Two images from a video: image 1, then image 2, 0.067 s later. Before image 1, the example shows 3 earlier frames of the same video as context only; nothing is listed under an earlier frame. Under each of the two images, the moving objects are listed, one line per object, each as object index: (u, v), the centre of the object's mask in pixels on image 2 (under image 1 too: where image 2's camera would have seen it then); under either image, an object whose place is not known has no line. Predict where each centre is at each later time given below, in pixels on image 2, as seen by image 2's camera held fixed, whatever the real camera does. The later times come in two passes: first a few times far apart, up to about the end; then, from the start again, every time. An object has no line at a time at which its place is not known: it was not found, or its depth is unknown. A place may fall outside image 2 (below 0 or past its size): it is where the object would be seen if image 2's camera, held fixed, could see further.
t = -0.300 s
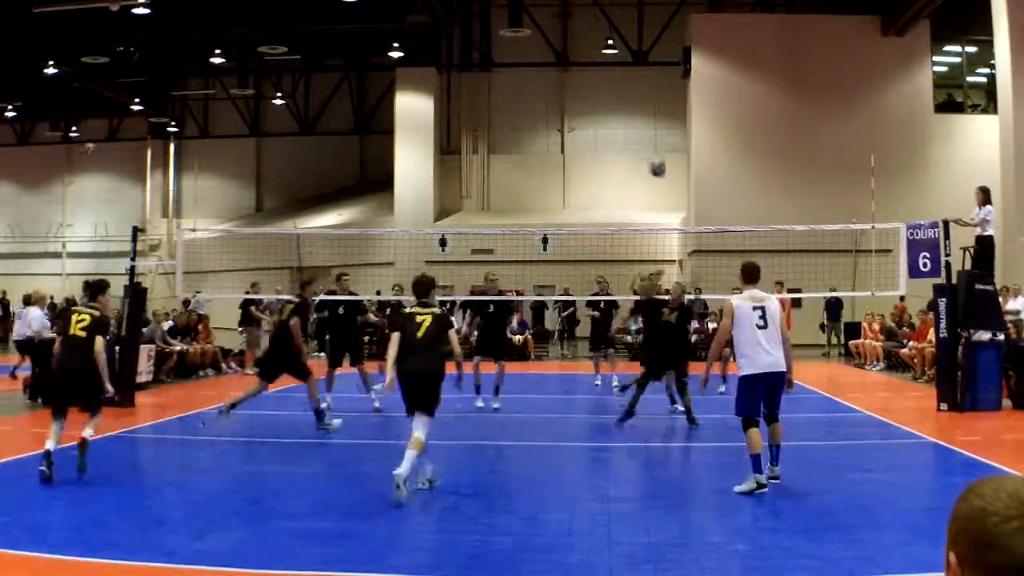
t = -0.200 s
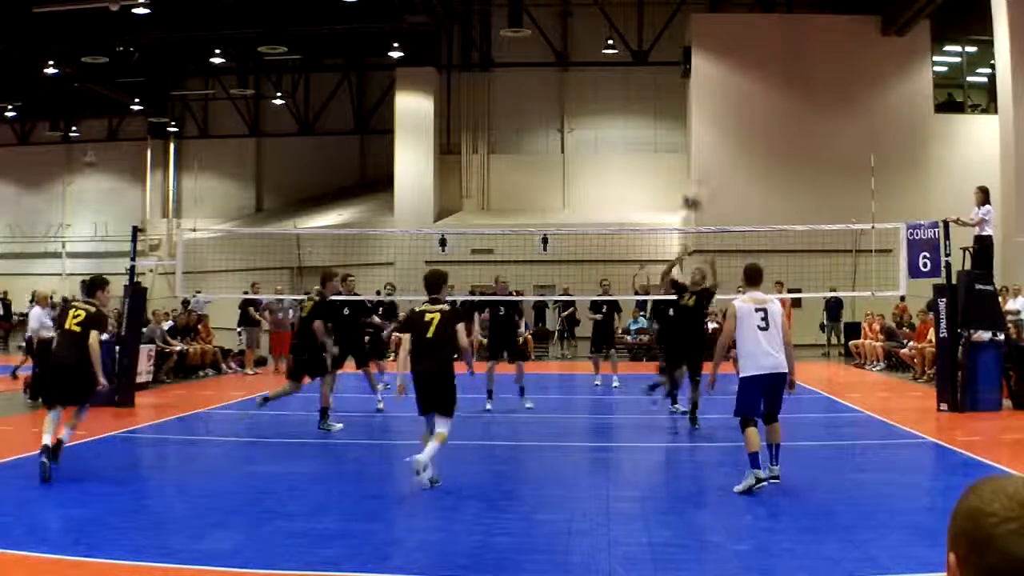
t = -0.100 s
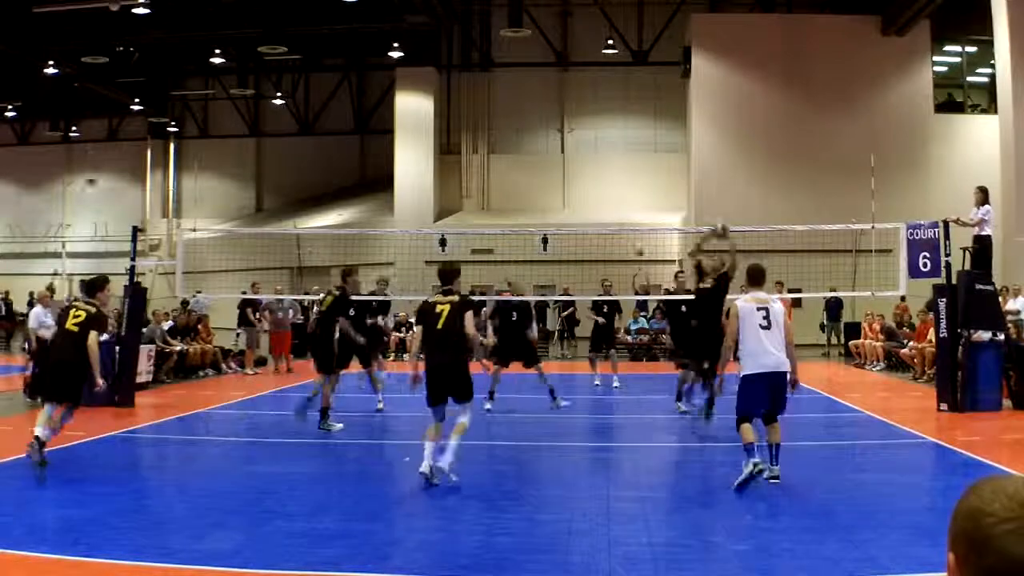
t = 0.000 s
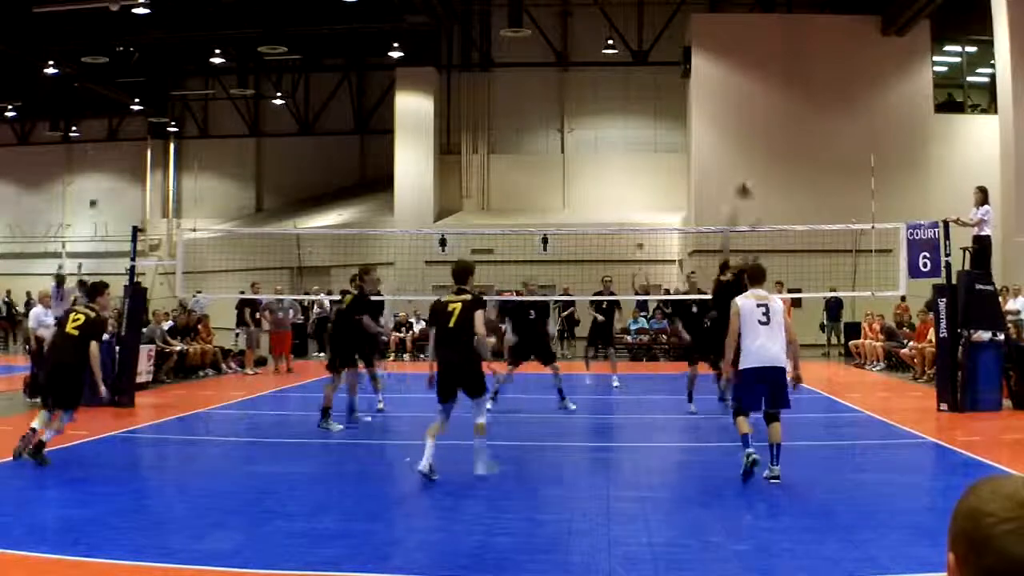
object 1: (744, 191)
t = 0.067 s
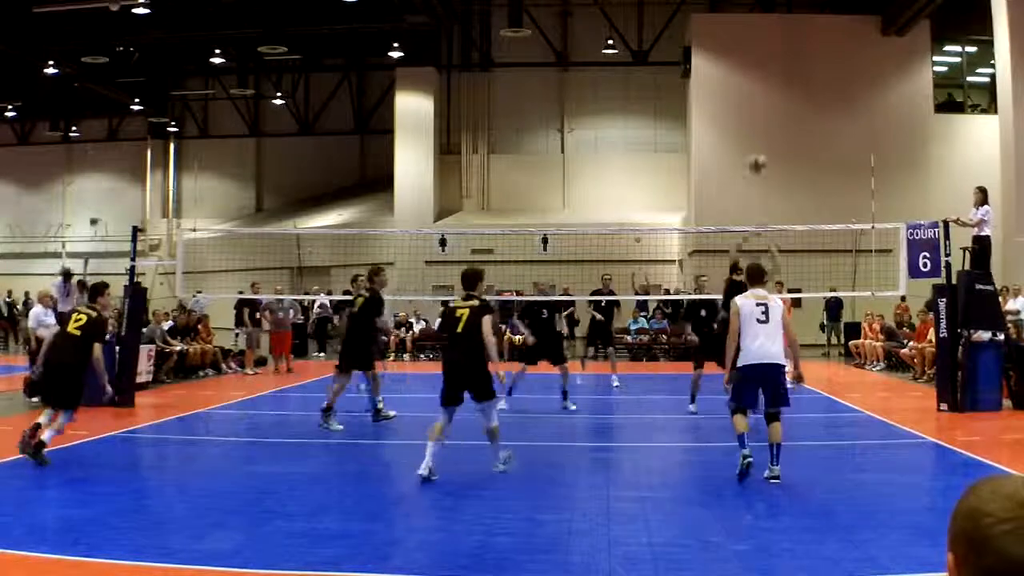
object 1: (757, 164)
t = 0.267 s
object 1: (799, 110)
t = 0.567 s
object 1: (861, 95)
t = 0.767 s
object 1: (904, 128)
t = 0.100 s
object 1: (765, 151)
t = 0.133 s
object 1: (772, 140)
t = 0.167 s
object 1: (779, 131)
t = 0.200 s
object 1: (786, 124)
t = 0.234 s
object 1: (793, 116)
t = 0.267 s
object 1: (799, 110)
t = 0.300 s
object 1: (807, 105)
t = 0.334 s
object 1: (812, 100)
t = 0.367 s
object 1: (821, 96)
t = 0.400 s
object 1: (828, 94)
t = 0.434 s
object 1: (834, 91)
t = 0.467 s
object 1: (841, 91)
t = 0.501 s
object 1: (848, 92)
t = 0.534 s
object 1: (855, 92)
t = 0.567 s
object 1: (861, 95)
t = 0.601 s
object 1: (870, 97)
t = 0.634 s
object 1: (877, 102)
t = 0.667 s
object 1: (883, 107)
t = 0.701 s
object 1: (890, 114)
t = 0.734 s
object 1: (897, 119)
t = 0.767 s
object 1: (904, 128)
